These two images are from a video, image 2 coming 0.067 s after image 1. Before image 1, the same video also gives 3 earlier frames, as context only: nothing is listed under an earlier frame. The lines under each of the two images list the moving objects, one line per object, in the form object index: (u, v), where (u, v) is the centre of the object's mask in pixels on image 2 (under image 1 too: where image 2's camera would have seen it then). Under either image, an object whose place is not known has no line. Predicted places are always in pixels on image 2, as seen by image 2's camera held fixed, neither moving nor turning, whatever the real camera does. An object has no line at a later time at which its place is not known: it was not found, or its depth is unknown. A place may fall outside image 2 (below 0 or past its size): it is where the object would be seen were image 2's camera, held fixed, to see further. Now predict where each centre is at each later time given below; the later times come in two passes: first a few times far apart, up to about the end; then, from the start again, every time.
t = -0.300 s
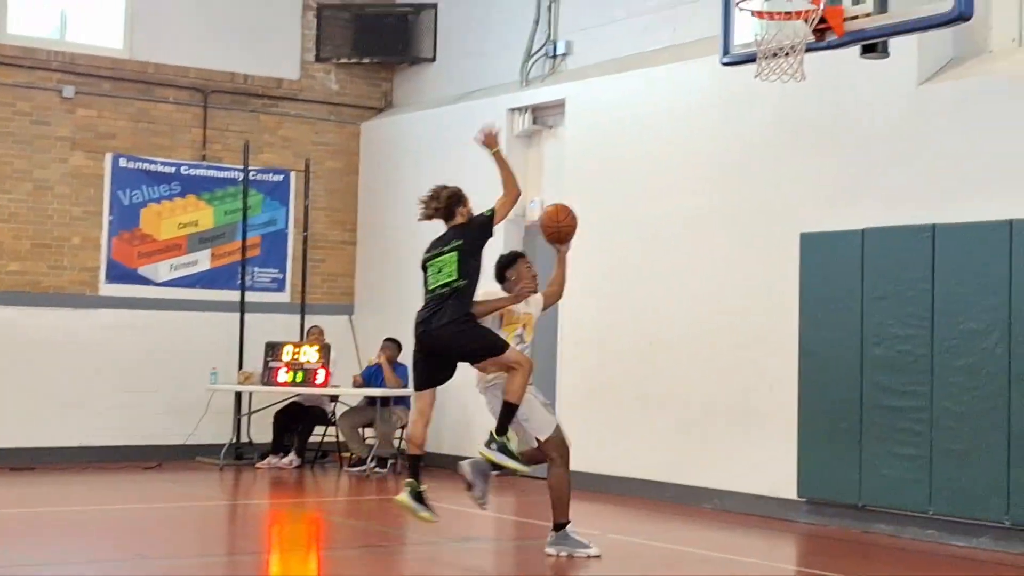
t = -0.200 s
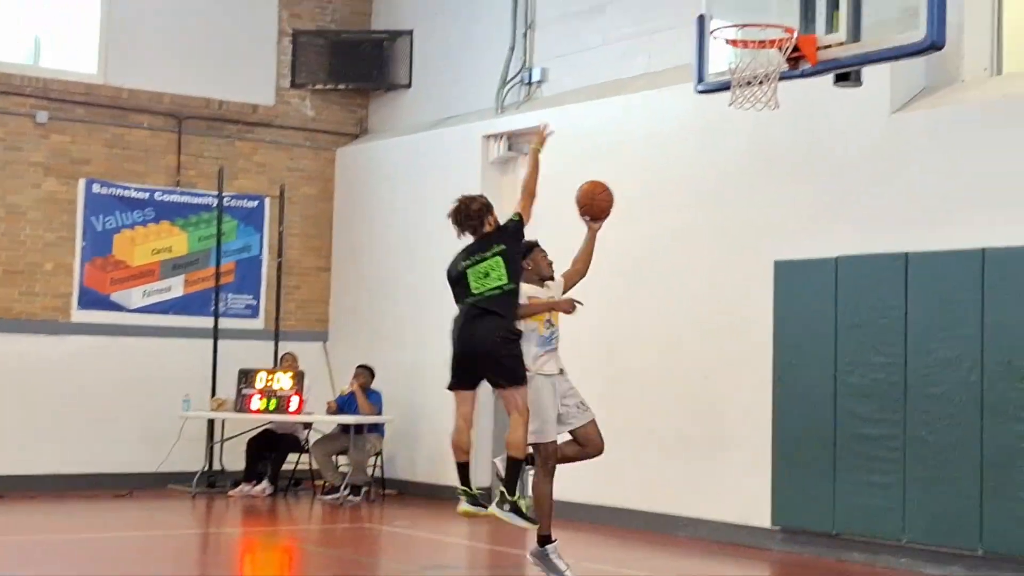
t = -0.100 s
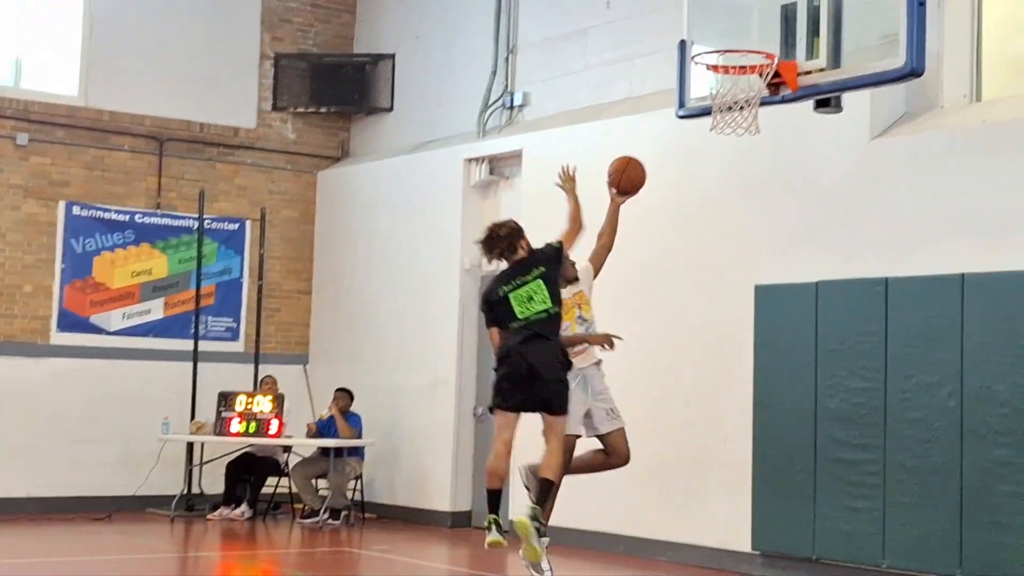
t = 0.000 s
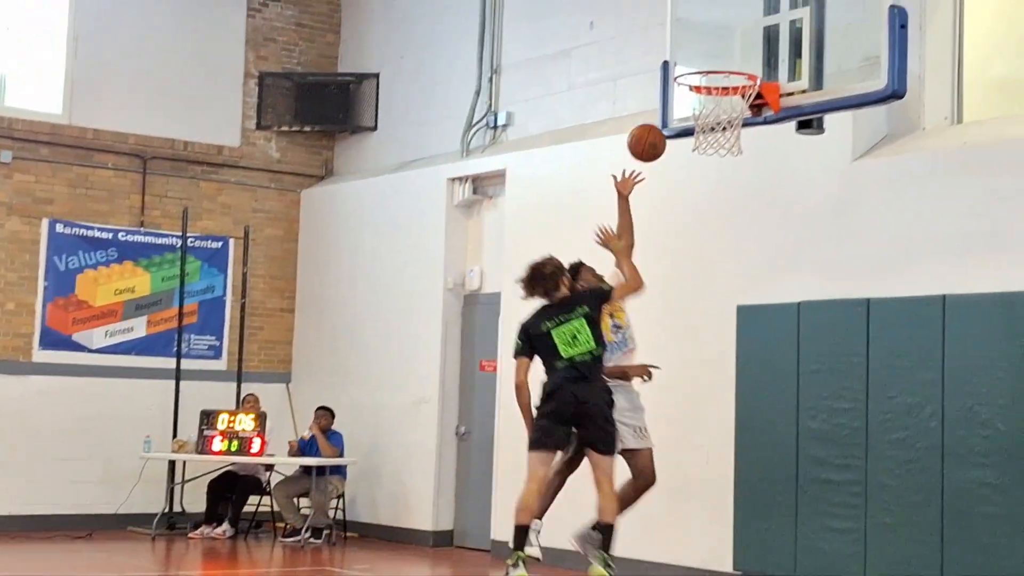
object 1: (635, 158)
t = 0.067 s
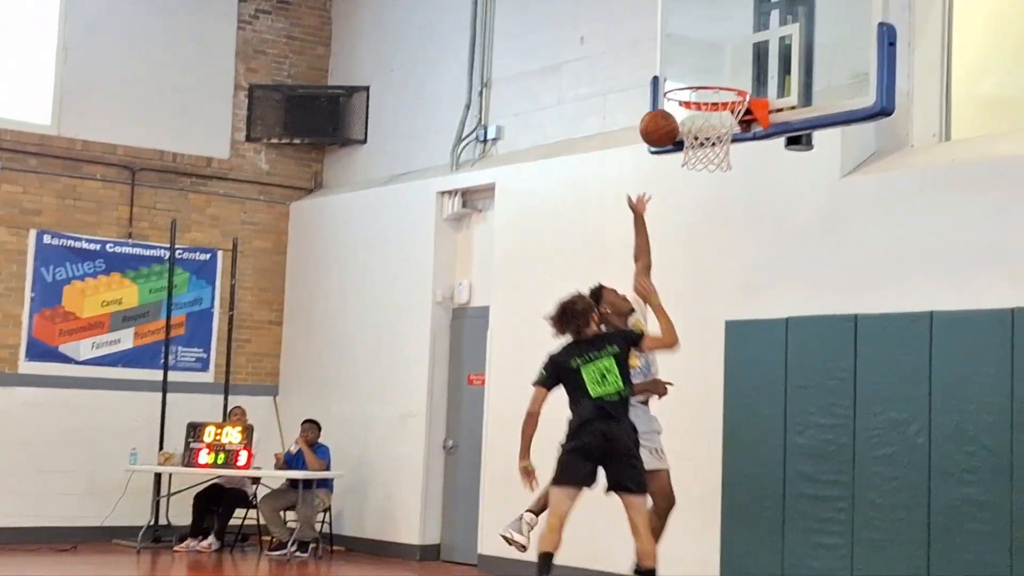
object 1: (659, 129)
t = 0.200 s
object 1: (677, 91)
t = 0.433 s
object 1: (691, 82)
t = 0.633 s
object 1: (689, 93)
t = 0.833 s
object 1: (677, 166)
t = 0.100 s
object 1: (669, 116)
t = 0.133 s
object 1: (671, 106)
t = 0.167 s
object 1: (674, 98)
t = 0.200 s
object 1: (677, 91)
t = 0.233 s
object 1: (681, 86)
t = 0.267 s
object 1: (684, 82)
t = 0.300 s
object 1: (685, 82)
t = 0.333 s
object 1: (687, 82)
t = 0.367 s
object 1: (689, 84)
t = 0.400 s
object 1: (690, 84)
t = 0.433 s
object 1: (691, 82)
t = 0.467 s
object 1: (691, 80)
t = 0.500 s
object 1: (692, 79)
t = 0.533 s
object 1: (691, 80)
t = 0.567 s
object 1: (691, 83)
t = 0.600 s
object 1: (691, 86)
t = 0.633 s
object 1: (689, 93)
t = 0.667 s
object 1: (689, 102)
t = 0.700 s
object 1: (687, 113)
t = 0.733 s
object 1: (685, 124)
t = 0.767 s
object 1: (680, 138)
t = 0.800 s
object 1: (677, 151)
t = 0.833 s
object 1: (677, 166)
